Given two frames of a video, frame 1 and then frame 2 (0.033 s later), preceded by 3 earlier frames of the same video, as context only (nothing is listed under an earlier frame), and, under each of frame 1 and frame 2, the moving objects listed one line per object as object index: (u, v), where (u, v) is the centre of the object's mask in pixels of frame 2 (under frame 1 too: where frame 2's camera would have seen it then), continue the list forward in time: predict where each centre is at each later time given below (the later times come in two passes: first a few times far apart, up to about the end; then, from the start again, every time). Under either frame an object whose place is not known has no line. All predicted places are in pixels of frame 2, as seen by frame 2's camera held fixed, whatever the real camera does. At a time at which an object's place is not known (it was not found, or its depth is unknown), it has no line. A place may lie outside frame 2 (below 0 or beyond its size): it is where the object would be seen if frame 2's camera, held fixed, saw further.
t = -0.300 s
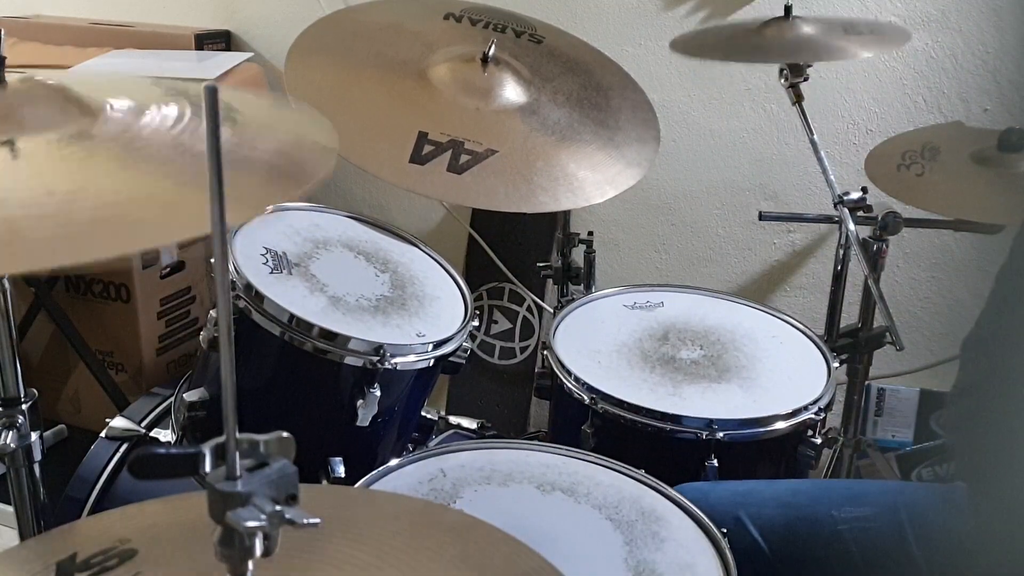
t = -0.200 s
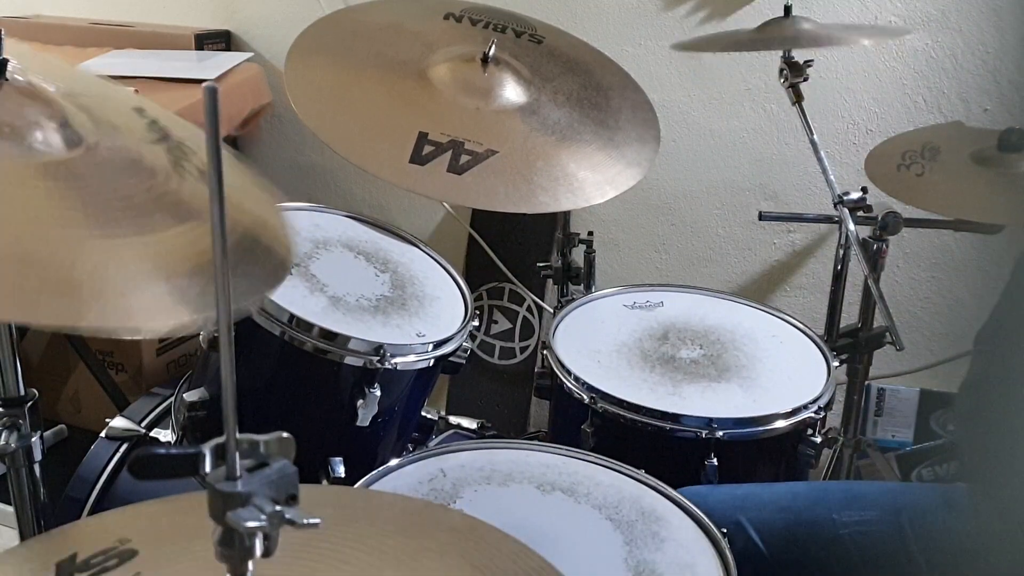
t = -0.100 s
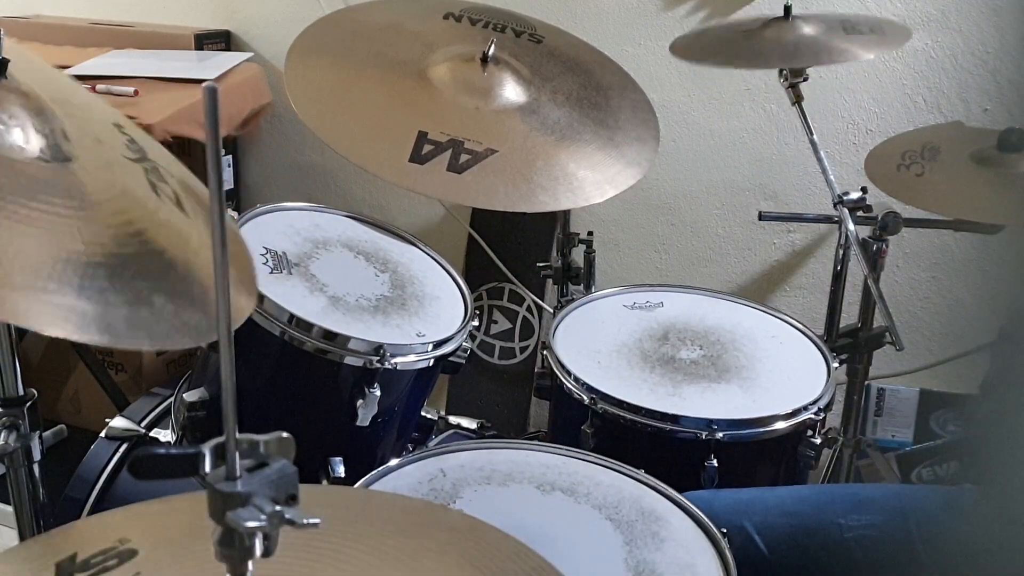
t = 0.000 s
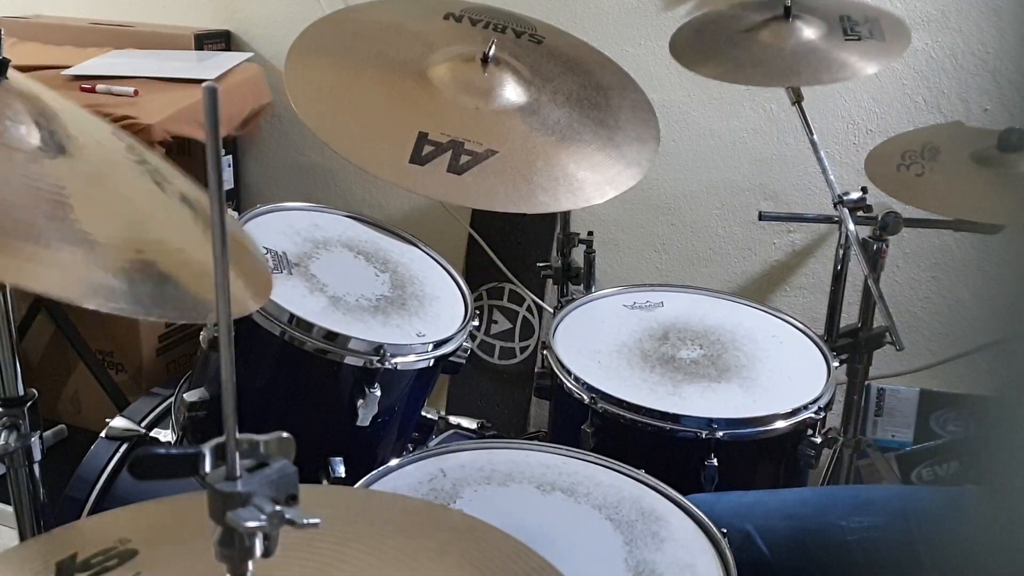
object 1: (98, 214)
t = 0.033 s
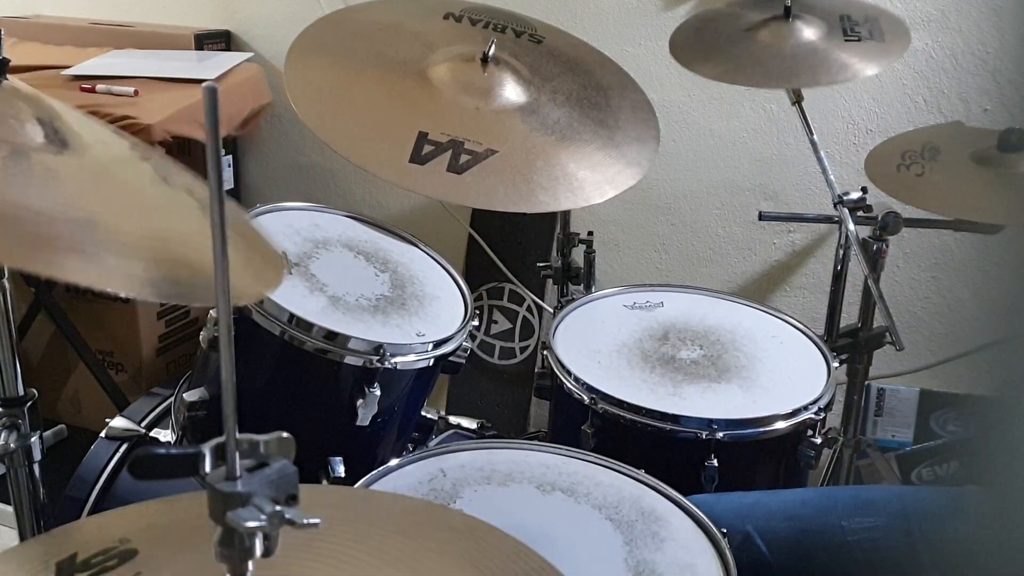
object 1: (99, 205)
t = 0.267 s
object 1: (132, 123)
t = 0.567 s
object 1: (137, 168)
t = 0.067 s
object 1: (99, 194)
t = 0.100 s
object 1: (97, 181)
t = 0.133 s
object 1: (125, 172)
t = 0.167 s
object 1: (130, 158)
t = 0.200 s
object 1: (132, 144)
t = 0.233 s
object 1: (131, 133)
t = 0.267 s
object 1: (132, 123)
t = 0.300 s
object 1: (133, 116)
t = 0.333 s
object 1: (134, 116)
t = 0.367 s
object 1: (135, 119)
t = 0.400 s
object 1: (137, 123)
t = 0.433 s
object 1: (139, 129)
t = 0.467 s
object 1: (140, 138)
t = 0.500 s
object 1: (141, 148)
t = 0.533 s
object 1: (140, 158)
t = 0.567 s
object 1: (137, 168)
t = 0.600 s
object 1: (133, 179)
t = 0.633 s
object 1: (130, 189)
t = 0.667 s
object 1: (99, 192)
